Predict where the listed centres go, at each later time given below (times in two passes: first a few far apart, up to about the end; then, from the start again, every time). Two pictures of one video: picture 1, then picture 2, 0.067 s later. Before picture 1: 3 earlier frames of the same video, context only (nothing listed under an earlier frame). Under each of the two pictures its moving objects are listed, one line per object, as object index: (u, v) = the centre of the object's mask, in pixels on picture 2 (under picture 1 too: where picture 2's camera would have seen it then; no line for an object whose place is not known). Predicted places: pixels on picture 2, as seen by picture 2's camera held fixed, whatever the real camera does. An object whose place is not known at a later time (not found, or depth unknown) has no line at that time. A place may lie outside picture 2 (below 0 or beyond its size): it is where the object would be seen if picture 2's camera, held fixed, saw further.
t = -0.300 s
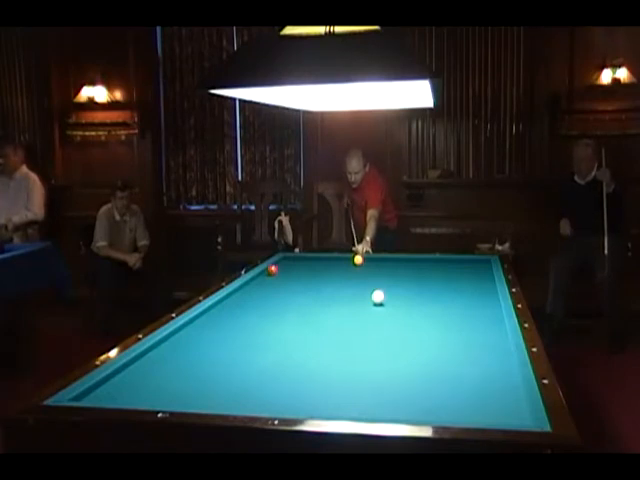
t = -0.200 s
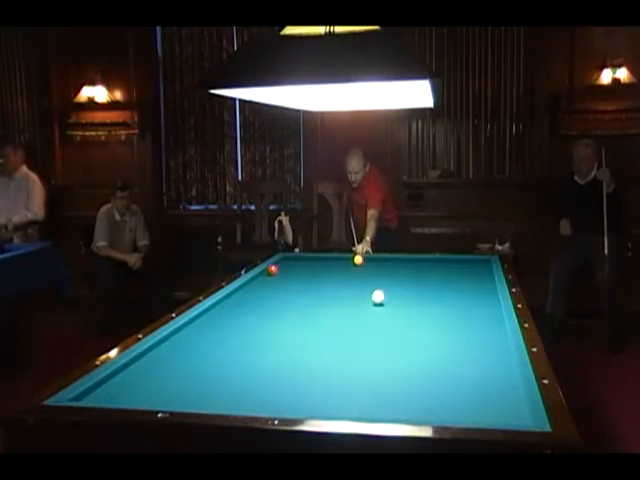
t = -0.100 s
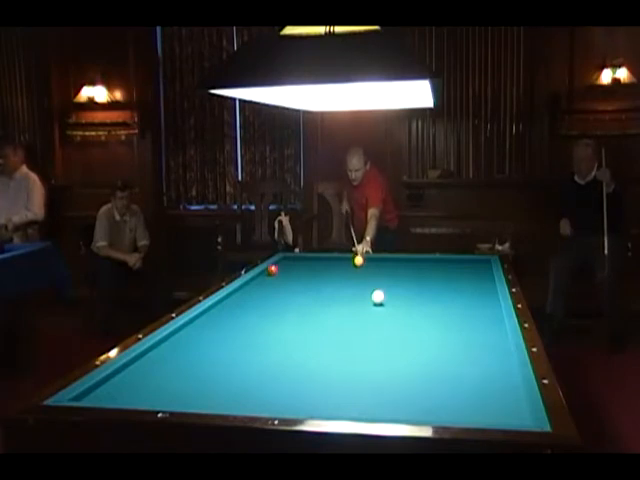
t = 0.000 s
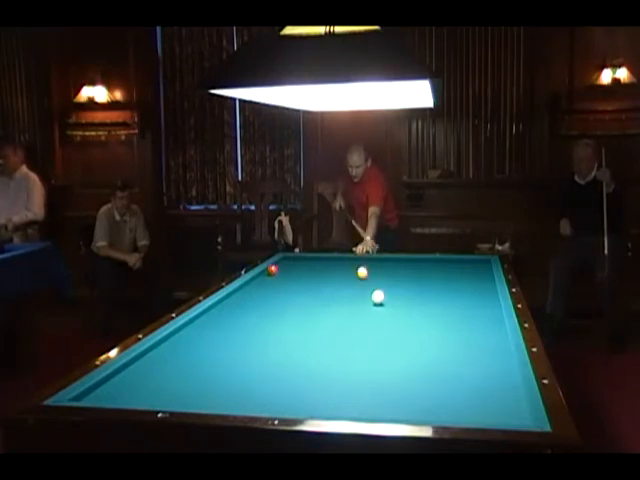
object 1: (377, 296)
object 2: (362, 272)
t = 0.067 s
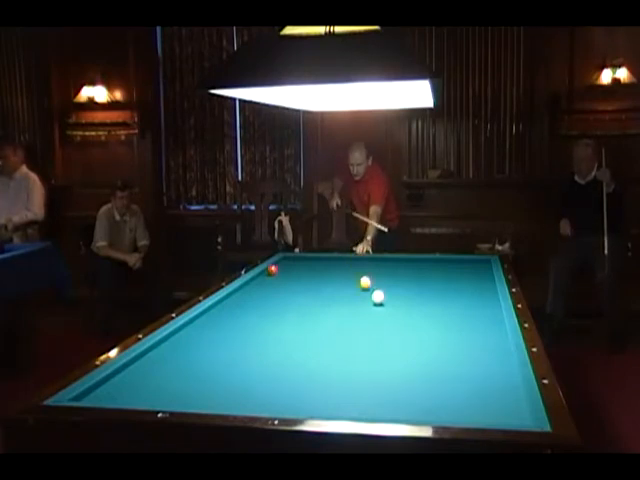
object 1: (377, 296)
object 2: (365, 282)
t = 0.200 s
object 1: (400, 301)
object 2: (350, 300)
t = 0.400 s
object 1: (488, 320)
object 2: (279, 319)
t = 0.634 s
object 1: (429, 334)
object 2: (196, 341)
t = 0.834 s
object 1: (371, 345)
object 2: (138, 366)
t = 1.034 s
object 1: (310, 356)
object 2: (123, 398)
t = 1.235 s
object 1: (242, 368)
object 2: (212, 377)
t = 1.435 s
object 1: (267, 352)
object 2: (185, 389)
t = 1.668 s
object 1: (287, 337)
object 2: (159, 399)
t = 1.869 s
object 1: (298, 328)
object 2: (174, 396)
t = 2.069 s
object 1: (308, 319)
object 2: (187, 391)
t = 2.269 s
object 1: (317, 311)
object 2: (198, 386)
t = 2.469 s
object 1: (324, 304)
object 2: (209, 381)
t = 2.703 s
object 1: (332, 297)
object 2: (221, 375)
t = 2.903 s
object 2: (230, 372)
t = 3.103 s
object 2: (239, 368)
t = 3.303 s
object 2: (247, 364)
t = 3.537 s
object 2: (256, 360)
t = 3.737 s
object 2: (262, 357)
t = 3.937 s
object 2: (269, 354)
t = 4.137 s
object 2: (275, 351)
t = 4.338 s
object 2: (280, 349)
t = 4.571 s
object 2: (286, 347)
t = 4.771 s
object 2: (290, 345)
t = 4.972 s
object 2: (294, 343)
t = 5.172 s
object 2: (298, 341)
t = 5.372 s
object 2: (301, 340)
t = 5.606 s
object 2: (305, 338)
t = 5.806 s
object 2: (308, 337)
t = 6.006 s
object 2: (310, 336)
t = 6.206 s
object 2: (312, 336)
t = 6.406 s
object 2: (314, 335)
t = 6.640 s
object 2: (316, 334)
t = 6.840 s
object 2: (317, 333)
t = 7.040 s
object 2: (318, 333)
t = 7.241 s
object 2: (320, 332)
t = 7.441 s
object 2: (320, 332)
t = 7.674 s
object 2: (320, 332)
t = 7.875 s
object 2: (320, 332)
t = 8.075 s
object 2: (320, 332)
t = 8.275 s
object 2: (320, 332)
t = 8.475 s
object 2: (320, 331)
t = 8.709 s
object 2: (320, 332)
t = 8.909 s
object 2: (320, 332)
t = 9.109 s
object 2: (320, 332)
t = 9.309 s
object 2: (320, 332)
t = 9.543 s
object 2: (320, 332)
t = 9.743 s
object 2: (320, 332)
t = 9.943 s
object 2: (320, 332)
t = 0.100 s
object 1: (377, 296)
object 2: (366, 287)
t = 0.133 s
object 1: (377, 296)
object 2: (367, 293)
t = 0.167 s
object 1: (387, 298)
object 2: (361, 297)
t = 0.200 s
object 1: (400, 301)
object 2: (350, 300)
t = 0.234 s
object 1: (414, 304)
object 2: (338, 303)
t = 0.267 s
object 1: (429, 307)
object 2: (327, 306)
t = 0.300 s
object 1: (444, 311)
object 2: (314, 310)
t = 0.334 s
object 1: (458, 313)
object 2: (303, 313)
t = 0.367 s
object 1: (473, 317)
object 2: (291, 316)
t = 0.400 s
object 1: (488, 320)
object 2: (279, 319)
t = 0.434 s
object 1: (496, 324)
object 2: (267, 322)
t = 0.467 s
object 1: (484, 325)
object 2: (255, 325)
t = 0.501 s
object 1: (472, 327)
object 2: (243, 328)
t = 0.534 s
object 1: (461, 328)
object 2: (231, 332)
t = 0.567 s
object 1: (450, 330)
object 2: (219, 335)
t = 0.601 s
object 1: (439, 332)
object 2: (208, 338)
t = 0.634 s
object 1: (429, 334)
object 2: (196, 341)
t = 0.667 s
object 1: (419, 335)
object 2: (184, 344)
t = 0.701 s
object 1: (410, 337)
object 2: (172, 348)
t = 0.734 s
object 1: (400, 339)
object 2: (159, 352)
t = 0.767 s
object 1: (391, 340)
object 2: (146, 355)
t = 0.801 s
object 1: (381, 342)
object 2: (139, 360)
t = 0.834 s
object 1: (371, 345)
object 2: (138, 366)
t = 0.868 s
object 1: (361, 346)
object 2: (136, 372)
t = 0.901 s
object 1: (351, 348)
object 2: (134, 378)
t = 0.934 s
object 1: (341, 350)
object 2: (131, 384)
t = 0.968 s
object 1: (331, 352)
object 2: (128, 390)
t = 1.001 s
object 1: (320, 354)
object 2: (124, 395)
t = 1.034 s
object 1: (310, 356)
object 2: (123, 398)
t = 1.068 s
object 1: (299, 357)
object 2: (139, 395)
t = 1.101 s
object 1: (288, 360)
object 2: (155, 392)
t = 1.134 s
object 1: (276, 362)
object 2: (171, 388)
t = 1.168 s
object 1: (265, 364)
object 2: (185, 384)
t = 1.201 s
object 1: (254, 366)
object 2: (199, 380)
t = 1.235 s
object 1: (242, 368)
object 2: (212, 377)
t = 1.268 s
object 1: (236, 369)
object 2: (219, 375)
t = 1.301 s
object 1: (243, 365)
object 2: (211, 379)
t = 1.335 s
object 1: (250, 361)
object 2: (204, 381)
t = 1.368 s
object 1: (256, 358)
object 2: (197, 384)
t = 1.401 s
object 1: (262, 355)
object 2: (190, 387)
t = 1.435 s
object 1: (267, 352)
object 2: (185, 389)
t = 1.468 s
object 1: (271, 349)
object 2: (179, 391)
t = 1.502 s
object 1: (275, 347)
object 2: (175, 394)
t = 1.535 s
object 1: (278, 345)
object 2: (170, 396)
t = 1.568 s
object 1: (281, 343)
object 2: (166, 397)
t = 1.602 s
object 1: (283, 341)
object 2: (163, 398)
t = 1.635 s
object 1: (285, 339)
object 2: (160, 399)
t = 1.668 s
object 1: (287, 337)
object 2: (159, 399)
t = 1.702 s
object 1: (289, 336)
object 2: (162, 399)
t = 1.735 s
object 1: (291, 334)
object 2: (165, 398)
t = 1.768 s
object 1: (293, 332)
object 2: (167, 397)
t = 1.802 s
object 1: (295, 330)
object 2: (170, 397)
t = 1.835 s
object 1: (296, 329)
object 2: (172, 397)
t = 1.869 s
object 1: (298, 328)
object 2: (174, 396)
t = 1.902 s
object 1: (300, 326)
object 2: (176, 395)
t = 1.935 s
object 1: (301, 325)
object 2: (178, 395)
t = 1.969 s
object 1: (303, 323)
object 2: (181, 394)
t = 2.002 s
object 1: (305, 322)
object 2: (183, 394)
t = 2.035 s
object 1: (306, 321)
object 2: (185, 393)
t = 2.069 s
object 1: (308, 319)
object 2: (187, 391)
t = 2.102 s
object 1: (309, 318)
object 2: (189, 391)
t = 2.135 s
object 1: (311, 317)
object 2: (191, 390)
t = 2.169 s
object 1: (312, 315)
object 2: (193, 389)
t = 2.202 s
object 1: (314, 314)
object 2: (194, 388)
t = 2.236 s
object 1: (315, 313)
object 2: (197, 387)
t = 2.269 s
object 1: (317, 311)
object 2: (198, 386)
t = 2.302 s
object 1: (318, 310)
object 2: (200, 385)
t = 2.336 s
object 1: (319, 309)
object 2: (202, 384)
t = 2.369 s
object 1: (321, 308)
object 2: (204, 384)
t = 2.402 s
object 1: (322, 306)
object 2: (206, 383)
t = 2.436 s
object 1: (323, 305)
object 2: (208, 382)
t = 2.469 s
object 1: (324, 304)
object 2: (209, 381)
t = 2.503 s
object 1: (326, 303)
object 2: (211, 380)
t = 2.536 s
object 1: (327, 302)
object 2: (213, 379)
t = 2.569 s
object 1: (328, 301)
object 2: (215, 379)
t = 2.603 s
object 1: (329, 300)
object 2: (216, 378)
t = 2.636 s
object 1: (330, 299)
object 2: (218, 377)
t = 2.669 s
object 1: (331, 298)
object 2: (220, 376)
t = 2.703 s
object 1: (332, 297)
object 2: (221, 375)
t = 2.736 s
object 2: (223, 375)
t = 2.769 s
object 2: (224, 374)
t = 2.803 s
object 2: (226, 373)
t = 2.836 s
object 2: (227, 373)
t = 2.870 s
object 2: (229, 372)
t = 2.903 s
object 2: (230, 372)
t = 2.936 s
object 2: (232, 371)
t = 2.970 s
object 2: (233, 370)
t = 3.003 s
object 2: (235, 369)
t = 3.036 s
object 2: (236, 369)
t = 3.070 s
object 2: (237, 368)
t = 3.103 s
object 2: (239, 368)
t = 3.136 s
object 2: (240, 367)
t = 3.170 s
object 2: (242, 366)
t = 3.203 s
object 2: (243, 365)
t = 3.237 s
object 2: (244, 365)
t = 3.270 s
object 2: (245, 364)
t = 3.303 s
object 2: (247, 364)
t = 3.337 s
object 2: (248, 363)
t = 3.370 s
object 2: (249, 363)
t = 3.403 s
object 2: (251, 362)
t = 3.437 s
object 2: (252, 361)
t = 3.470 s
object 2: (253, 361)
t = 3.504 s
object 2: (254, 360)
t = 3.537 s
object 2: (256, 360)
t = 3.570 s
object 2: (257, 359)
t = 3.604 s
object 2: (258, 359)
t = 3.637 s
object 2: (259, 358)
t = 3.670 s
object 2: (260, 358)
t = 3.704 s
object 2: (261, 357)
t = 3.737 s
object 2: (262, 357)
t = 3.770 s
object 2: (263, 356)
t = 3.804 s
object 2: (264, 356)
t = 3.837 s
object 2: (265, 355)
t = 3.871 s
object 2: (266, 355)
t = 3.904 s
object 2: (267, 354)
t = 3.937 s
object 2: (269, 354)
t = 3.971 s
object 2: (270, 354)
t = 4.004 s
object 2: (271, 353)
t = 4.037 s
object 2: (272, 353)
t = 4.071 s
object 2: (273, 352)
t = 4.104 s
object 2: (274, 352)
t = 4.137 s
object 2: (275, 351)
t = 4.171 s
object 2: (275, 351)
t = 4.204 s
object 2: (277, 351)
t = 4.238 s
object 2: (277, 350)
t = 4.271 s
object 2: (278, 350)
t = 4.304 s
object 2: (279, 350)
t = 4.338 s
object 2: (280, 349)
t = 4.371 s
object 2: (281, 349)
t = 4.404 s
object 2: (282, 348)
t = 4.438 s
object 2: (283, 348)
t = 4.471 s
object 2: (283, 348)
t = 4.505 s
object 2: (284, 347)
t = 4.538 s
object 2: (285, 347)
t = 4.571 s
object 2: (286, 347)
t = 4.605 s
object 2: (286, 346)
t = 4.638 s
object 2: (287, 346)
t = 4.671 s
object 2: (288, 346)
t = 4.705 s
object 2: (289, 346)
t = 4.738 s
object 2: (289, 345)
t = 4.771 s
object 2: (290, 345)
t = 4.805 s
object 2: (291, 344)
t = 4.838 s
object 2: (292, 344)
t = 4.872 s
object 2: (292, 344)
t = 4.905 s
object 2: (293, 344)
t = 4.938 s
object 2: (294, 343)
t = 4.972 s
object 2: (294, 343)
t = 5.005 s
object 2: (295, 342)
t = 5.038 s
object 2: (296, 342)
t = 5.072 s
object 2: (296, 342)
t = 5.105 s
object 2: (297, 342)
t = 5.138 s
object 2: (298, 341)
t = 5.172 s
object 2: (298, 341)
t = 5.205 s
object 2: (299, 341)
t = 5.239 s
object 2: (299, 341)
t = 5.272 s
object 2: (300, 341)
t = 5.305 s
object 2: (300, 340)
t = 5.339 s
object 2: (301, 340)
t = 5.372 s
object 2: (301, 340)
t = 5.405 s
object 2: (302, 340)
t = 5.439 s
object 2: (302, 339)
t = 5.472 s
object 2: (303, 339)
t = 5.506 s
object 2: (303, 339)
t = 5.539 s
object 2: (304, 339)
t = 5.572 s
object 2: (304, 339)
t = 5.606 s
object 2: (305, 338)
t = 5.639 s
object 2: (305, 338)
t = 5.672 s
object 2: (306, 338)
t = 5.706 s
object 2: (306, 338)
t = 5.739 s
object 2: (307, 338)
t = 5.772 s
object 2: (307, 338)
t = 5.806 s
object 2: (308, 337)
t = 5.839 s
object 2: (308, 337)
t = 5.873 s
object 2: (308, 337)
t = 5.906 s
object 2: (309, 337)
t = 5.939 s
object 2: (309, 336)
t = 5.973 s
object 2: (310, 336)
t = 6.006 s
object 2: (310, 336)
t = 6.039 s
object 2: (310, 336)
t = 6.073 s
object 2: (311, 336)
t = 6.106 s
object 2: (311, 336)
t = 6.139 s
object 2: (311, 336)
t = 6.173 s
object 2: (312, 336)
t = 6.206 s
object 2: (312, 336)
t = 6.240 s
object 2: (313, 335)
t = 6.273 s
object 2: (313, 335)
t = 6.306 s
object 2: (313, 335)
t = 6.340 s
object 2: (314, 335)
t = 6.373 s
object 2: (314, 335)
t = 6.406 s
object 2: (314, 335)
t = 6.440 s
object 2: (314, 334)
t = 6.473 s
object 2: (314, 334)
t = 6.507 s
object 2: (315, 334)
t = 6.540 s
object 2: (315, 334)
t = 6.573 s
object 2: (315, 334)
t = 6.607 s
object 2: (316, 334)
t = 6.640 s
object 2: (316, 334)
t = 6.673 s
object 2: (316, 334)
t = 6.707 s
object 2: (317, 334)
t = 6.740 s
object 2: (317, 333)
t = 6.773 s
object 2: (317, 333)
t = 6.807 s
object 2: (317, 333)
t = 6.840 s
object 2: (317, 333)
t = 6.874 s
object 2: (318, 333)
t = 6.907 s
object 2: (318, 333)
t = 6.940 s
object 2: (318, 333)
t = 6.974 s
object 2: (318, 333)
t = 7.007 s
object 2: (318, 333)
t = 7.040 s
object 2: (318, 333)
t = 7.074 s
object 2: (319, 333)
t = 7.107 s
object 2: (319, 333)
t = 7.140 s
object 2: (319, 333)
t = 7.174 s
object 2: (319, 333)
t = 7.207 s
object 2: (320, 333)
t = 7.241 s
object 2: (320, 332)
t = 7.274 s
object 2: (320, 332)
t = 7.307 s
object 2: (320, 332)
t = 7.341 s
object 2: (320, 332)
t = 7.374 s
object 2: (320, 332)
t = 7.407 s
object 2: (320, 332)
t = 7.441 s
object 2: (320, 332)
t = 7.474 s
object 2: (320, 332)
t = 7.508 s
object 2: (320, 332)
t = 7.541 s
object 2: (320, 332)
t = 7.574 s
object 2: (320, 332)
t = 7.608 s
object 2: (320, 332)
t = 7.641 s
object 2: (320, 332)
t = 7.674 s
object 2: (320, 332)
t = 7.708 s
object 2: (320, 332)
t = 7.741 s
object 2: (320, 332)
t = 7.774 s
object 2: (320, 332)
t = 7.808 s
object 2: (320, 332)
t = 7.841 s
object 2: (320, 332)
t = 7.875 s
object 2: (320, 332)
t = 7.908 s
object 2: (320, 332)
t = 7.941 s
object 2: (320, 332)
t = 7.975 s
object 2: (320, 332)
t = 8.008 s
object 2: (320, 332)
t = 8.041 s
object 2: (320, 332)
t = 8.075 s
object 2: (320, 332)
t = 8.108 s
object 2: (320, 332)
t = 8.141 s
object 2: (320, 332)
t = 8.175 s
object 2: (320, 332)
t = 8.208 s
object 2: (320, 332)
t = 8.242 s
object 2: (320, 332)
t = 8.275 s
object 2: (320, 332)
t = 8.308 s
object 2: (320, 332)
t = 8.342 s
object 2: (320, 332)
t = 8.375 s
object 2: (320, 332)
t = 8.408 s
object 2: (320, 332)
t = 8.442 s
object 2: (320, 331)
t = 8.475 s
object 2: (320, 331)
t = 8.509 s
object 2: (320, 331)
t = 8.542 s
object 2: (320, 332)
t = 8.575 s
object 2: (320, 332)
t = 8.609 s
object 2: (320, 332)
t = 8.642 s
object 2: (320, 332)
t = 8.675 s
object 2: (320, 332)
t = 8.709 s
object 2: (320, 332)
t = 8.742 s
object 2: (320, 332)
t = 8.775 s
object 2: (320, 332)
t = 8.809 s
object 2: (320, 332)
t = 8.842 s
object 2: (320, 332)
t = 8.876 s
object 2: (320, 332)
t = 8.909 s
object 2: (320, 332)
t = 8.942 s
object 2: (320, 332)
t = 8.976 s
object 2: (320, 332)
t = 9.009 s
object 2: (320, 332)
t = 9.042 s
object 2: (320, 331)
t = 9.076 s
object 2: (320, 332)
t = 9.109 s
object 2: (320, 332)
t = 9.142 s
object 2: (320, 332)
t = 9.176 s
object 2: (320, 332)
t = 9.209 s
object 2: (320, 332)
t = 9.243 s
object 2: (320, 332)
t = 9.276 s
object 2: (320, 332)
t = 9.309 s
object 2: (320, 332)
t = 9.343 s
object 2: (320, 332)
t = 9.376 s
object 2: (320, 332)
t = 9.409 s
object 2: (320, 332)
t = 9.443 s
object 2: (320, 332)
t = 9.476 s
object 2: (320, 332)
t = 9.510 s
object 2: (320, 332)
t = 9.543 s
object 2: (320, 332)
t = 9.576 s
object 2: (320, 332)
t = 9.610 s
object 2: (320, 332)
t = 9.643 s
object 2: (320, 332)
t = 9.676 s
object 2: (320, 332)
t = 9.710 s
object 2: (320, 332)
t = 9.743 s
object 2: (320, 332)
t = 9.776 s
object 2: (320, 332)
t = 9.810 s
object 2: (320, 332)
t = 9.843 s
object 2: (320, 332)
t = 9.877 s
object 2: (320, 332)
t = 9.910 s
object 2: (320, 332)
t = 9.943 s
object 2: (320, 332)
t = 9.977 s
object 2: (320, 332)
